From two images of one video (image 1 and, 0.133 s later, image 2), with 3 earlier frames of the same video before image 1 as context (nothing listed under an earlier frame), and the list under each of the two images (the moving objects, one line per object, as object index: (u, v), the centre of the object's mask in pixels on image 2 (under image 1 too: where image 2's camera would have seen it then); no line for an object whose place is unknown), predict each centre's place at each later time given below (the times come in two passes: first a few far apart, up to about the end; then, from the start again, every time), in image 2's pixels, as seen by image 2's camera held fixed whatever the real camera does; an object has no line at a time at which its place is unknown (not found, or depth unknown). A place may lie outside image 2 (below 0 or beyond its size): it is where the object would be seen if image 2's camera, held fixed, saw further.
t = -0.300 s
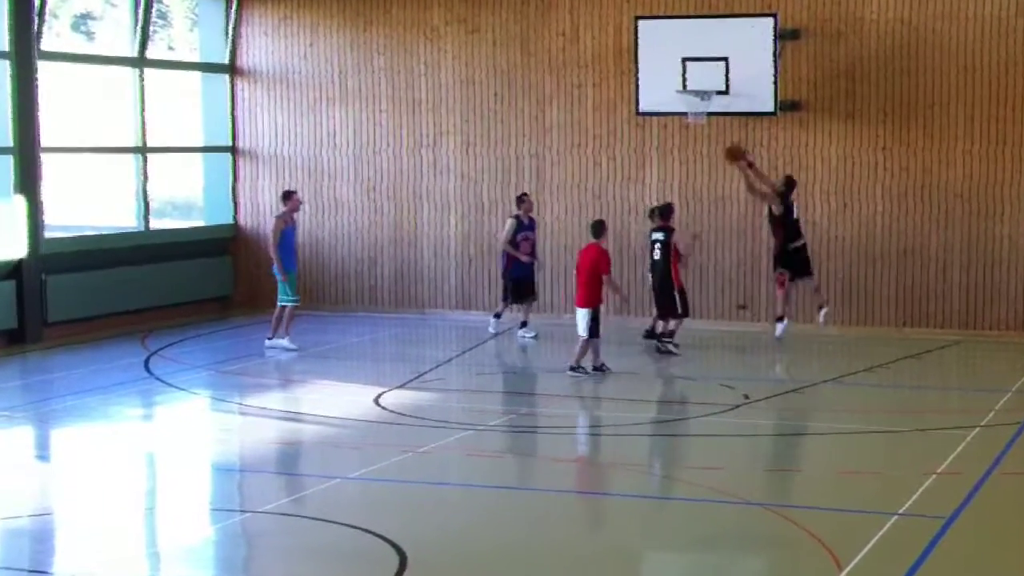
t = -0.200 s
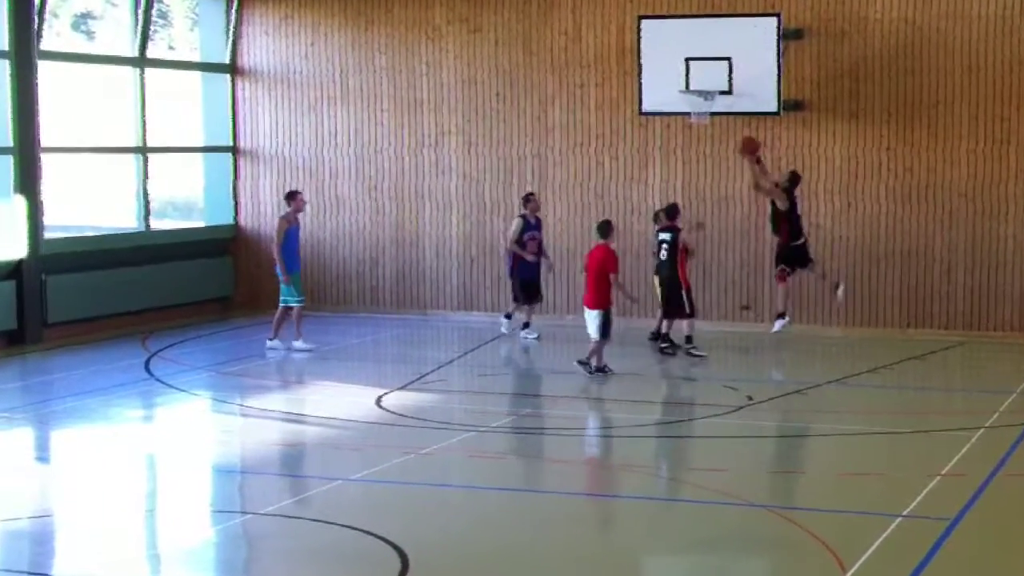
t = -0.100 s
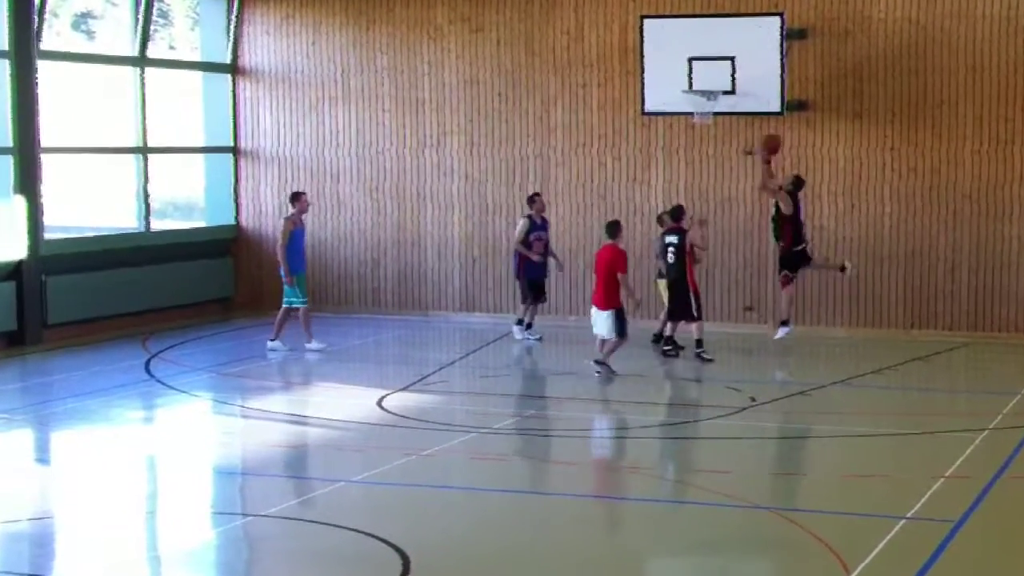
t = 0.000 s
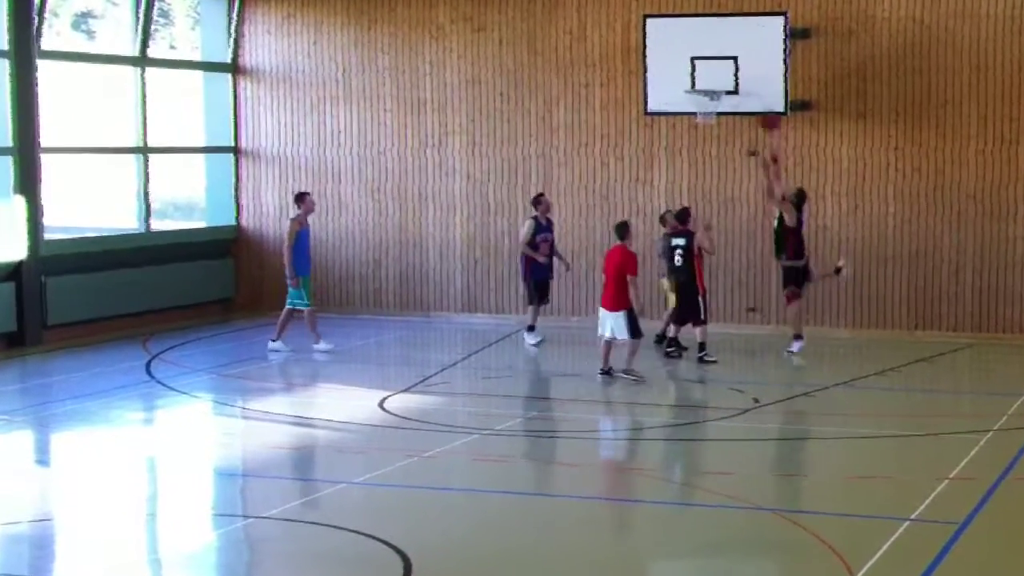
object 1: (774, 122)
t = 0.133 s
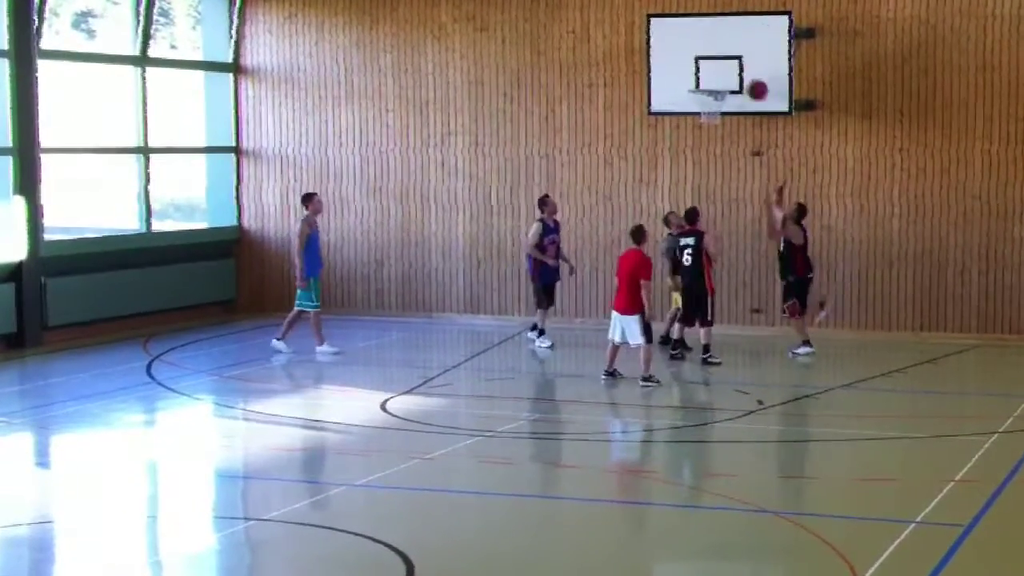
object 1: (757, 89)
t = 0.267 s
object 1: (741, 74)
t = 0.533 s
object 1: (712, 81)
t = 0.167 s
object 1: (754, 84)
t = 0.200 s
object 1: (750, 80)
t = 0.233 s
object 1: (746, 76)
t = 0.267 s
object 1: (741, 74)
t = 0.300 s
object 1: (737, 72)
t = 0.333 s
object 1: (734, 71)
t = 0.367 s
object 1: (729, 72)
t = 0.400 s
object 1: (726, 72)
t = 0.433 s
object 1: (722, 75)
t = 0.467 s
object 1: (718, 78)
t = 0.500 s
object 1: (714, 80)
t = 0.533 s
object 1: (712, 81)
